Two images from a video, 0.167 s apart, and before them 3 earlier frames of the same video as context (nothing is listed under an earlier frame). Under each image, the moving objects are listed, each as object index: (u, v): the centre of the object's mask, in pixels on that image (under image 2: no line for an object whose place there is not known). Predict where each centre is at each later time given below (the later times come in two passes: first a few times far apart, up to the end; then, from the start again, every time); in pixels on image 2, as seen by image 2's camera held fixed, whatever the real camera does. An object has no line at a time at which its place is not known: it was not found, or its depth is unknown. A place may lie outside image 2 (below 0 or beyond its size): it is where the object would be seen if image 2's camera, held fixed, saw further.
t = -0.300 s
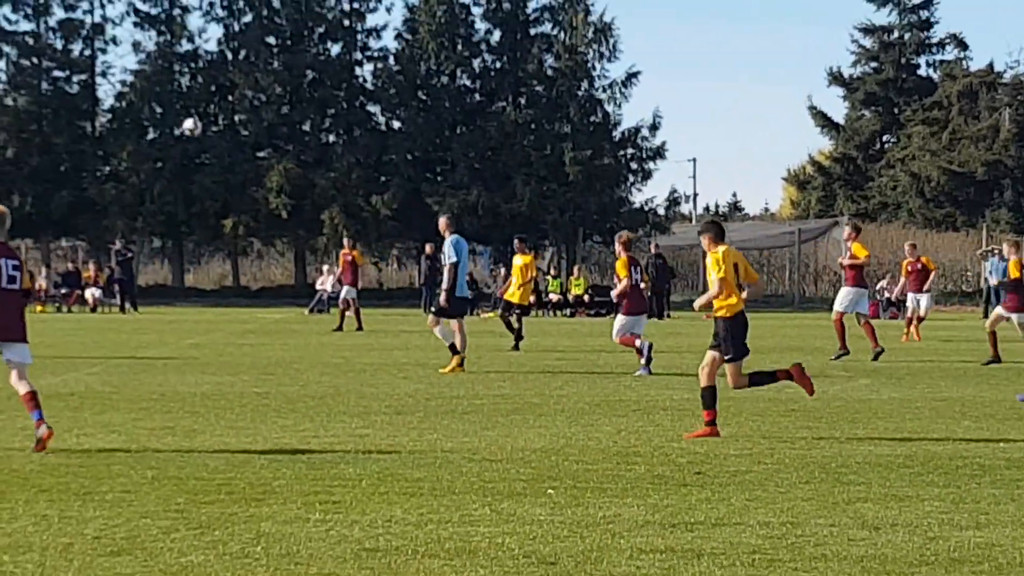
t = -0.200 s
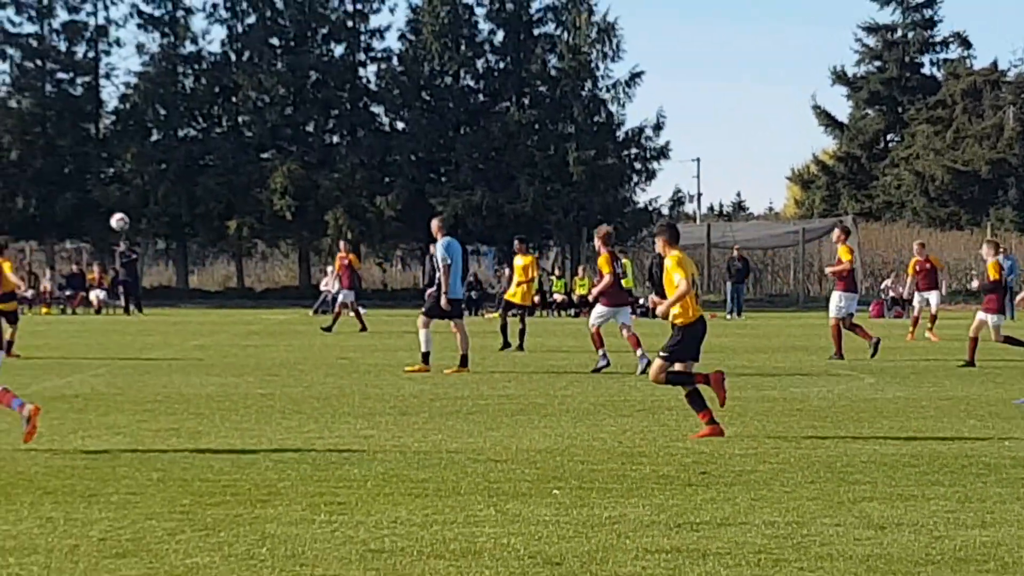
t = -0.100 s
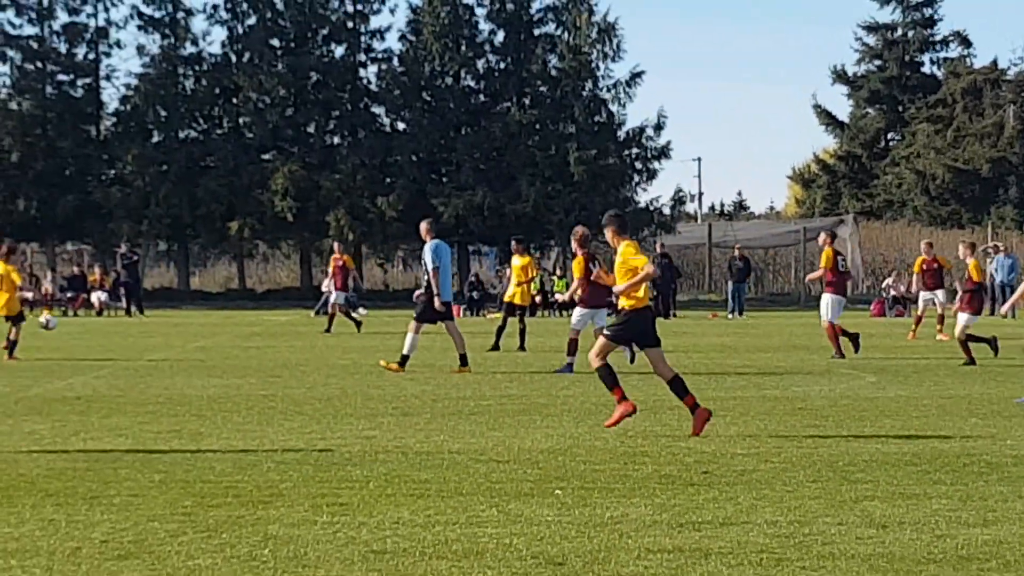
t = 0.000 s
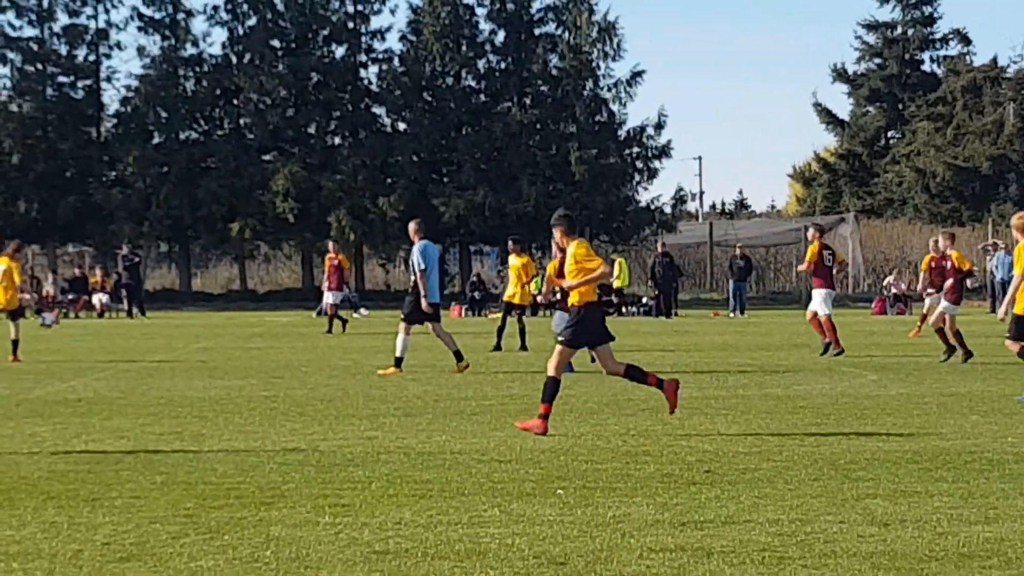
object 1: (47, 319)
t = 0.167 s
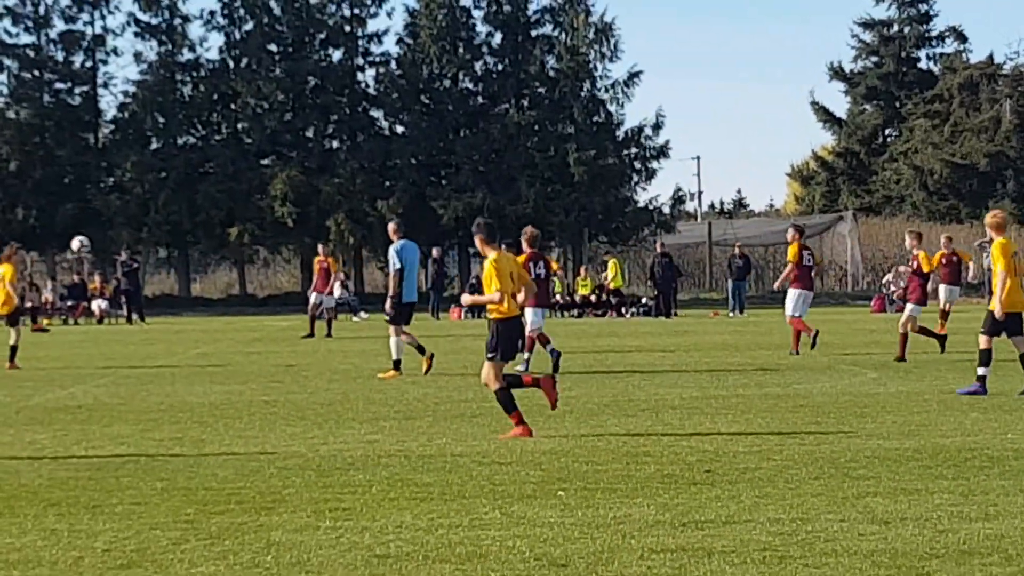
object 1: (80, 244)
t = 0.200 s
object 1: (87, 231)
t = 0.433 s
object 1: (138, 159)
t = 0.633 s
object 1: (182, 131)
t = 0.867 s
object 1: (237, 135)
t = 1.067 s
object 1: (283, 176)
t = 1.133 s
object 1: (300, 197)
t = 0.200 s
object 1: (87, 231)
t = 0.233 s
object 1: (95, 218)
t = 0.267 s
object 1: (102, 206)
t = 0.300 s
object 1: (108, 195)
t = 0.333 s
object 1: (116, 184)
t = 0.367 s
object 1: (123, 174)
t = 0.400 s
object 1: (131, 166)
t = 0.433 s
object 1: (138, 159)
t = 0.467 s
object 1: (145, 151)
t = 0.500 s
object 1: (153, 146)
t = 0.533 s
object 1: (160, 140)
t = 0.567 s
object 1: (168, 136)
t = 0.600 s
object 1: (175, 133)
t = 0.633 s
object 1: (182, 131)
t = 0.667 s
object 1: (190, 128)
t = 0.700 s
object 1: (197, 127)
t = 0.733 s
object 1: (206, 127)
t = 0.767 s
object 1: (213, 128)
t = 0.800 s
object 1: (221, 130)
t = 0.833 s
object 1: (229, 133)
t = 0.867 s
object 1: (237, 135)
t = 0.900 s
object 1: (245, 141)
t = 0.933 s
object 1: (252, 146)
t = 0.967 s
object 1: (261, 154)
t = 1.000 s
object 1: (268, 160)
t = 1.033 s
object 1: (275, 167)
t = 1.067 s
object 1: (283, 176)
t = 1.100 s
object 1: (292, 187)
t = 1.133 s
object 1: (300, 197)
